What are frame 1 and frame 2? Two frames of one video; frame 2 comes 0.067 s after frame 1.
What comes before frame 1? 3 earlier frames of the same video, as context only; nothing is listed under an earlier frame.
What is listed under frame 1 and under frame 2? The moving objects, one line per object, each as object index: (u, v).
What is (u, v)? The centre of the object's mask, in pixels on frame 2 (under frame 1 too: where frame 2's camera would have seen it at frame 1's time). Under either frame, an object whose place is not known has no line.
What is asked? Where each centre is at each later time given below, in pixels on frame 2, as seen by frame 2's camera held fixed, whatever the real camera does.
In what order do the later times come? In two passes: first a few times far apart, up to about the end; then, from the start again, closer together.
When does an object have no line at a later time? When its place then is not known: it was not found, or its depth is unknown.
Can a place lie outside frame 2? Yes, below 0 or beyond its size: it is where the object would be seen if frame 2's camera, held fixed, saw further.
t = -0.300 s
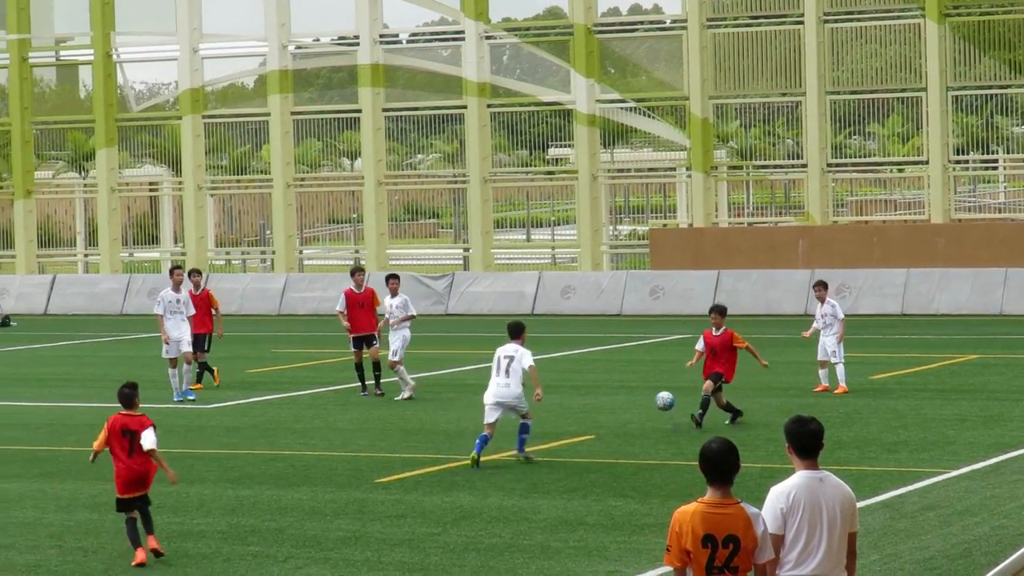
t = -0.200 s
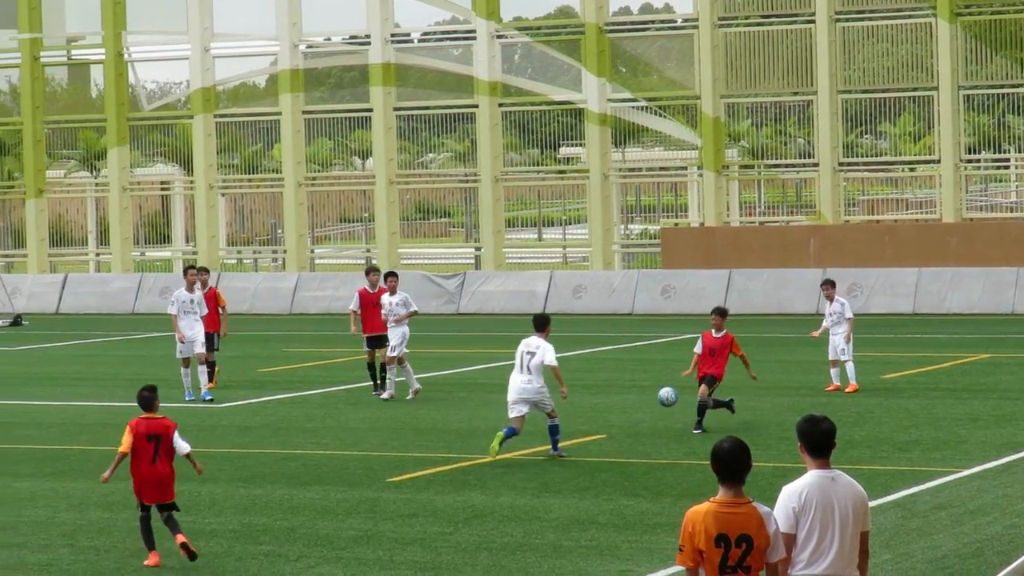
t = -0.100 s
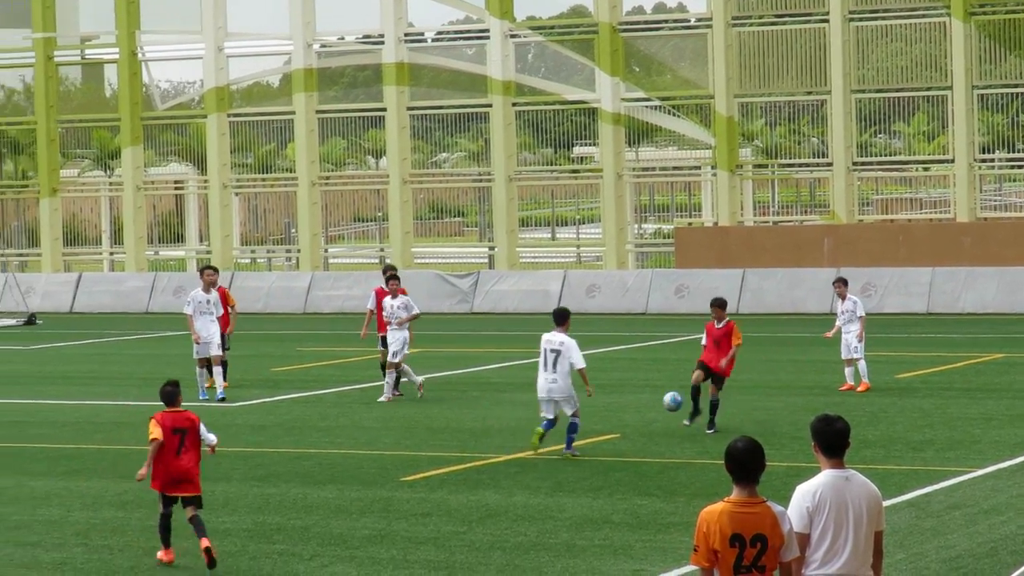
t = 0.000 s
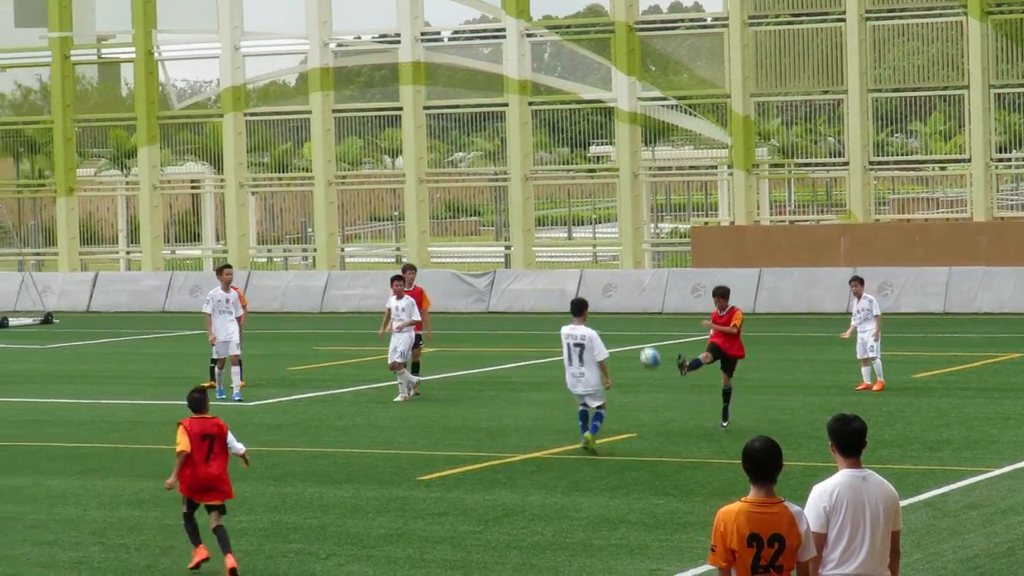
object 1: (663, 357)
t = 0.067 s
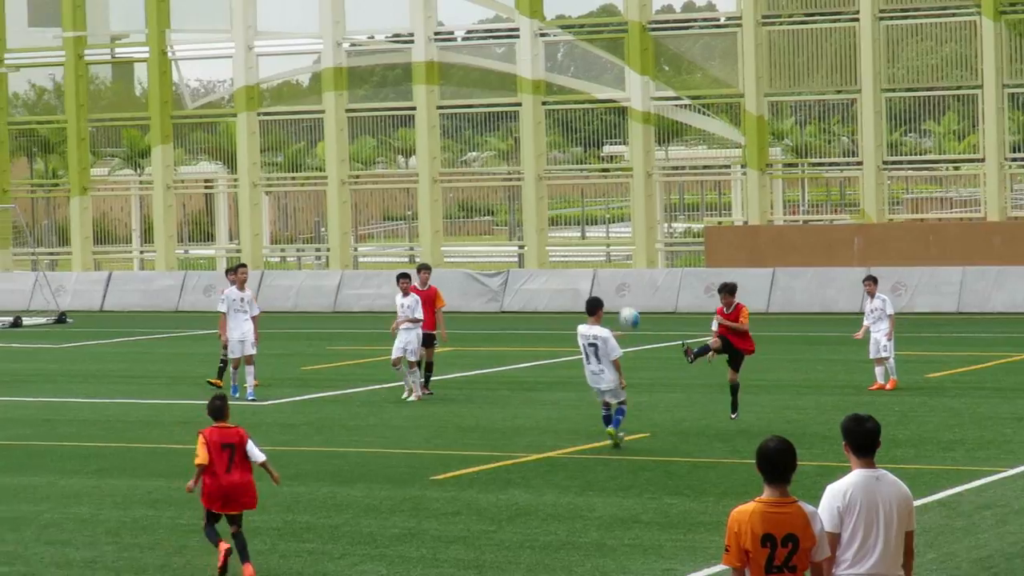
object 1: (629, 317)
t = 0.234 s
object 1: (543, 227)
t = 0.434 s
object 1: (436, 139)
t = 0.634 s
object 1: (319, 76)
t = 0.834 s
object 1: (188, 45)
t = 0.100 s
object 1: (613, 299)
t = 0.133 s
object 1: (595, 281)
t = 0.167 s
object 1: (578, 263)
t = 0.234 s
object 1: (543, 227)
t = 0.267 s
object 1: (526, 211)
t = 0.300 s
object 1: (508, 196)
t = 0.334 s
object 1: (490, 181)
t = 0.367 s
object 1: (472, 165)
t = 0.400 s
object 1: (455, 152)
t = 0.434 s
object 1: (436, 139)
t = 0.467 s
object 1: (417, 127)
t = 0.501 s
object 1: (399, 115)
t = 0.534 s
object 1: (379, 104)
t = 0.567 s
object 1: (360, 94)
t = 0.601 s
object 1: (339, 84)
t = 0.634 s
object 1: (319, 76)
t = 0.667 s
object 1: (299, 72)
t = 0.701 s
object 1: (278, 64)
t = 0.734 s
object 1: (256, 57)
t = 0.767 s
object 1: (234, 53)
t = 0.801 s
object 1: (211, 48)
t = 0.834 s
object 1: (188, 45)
